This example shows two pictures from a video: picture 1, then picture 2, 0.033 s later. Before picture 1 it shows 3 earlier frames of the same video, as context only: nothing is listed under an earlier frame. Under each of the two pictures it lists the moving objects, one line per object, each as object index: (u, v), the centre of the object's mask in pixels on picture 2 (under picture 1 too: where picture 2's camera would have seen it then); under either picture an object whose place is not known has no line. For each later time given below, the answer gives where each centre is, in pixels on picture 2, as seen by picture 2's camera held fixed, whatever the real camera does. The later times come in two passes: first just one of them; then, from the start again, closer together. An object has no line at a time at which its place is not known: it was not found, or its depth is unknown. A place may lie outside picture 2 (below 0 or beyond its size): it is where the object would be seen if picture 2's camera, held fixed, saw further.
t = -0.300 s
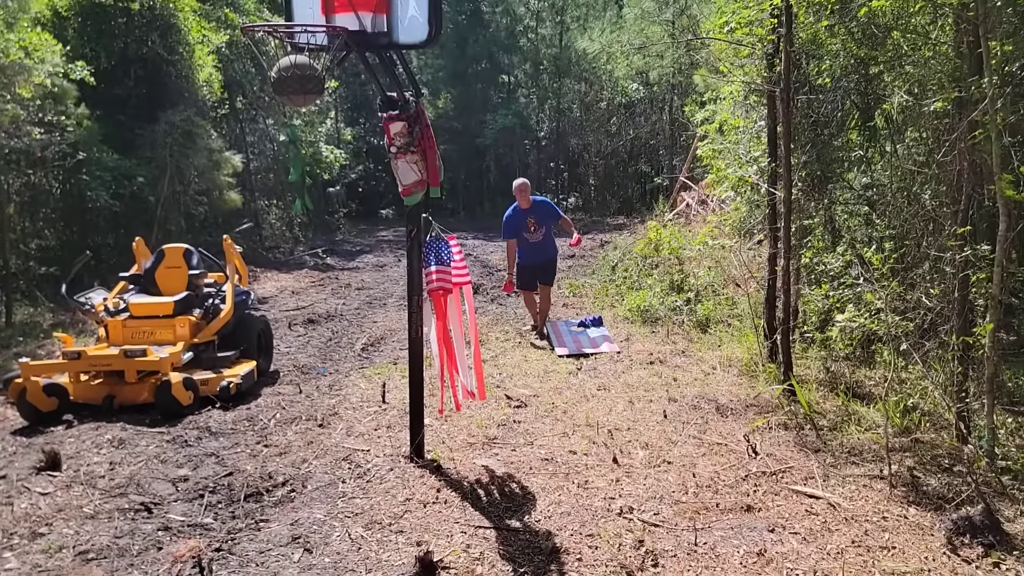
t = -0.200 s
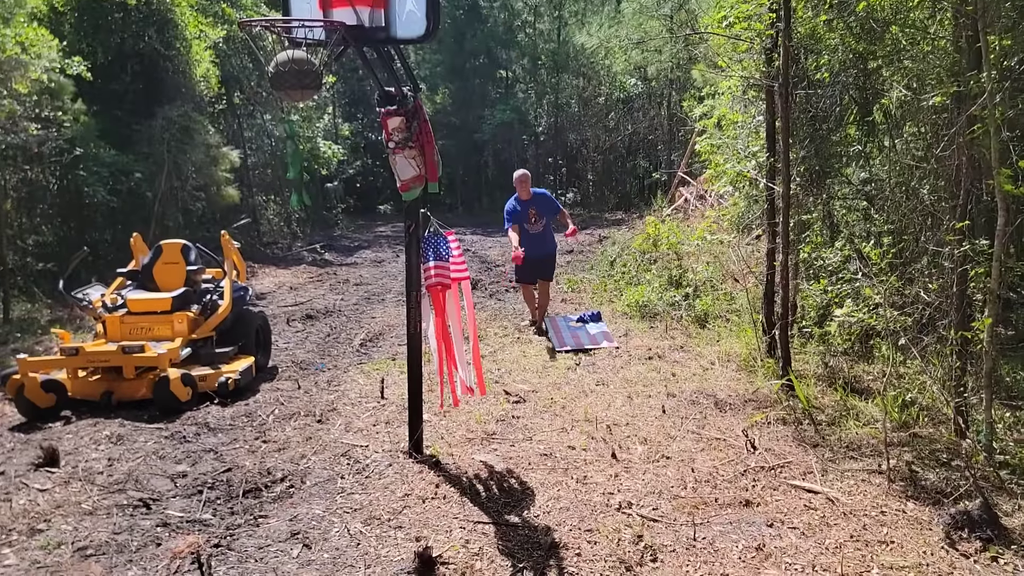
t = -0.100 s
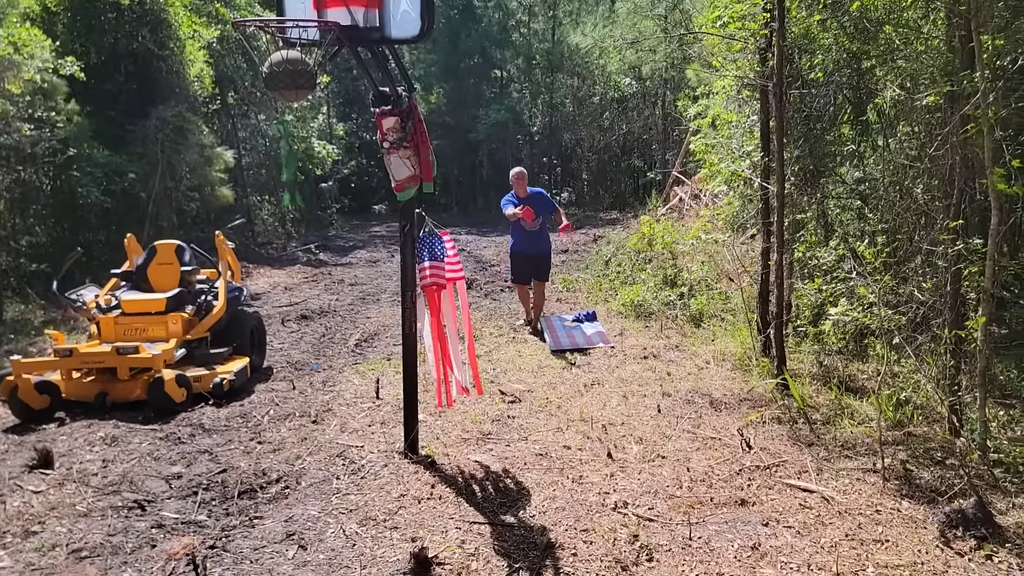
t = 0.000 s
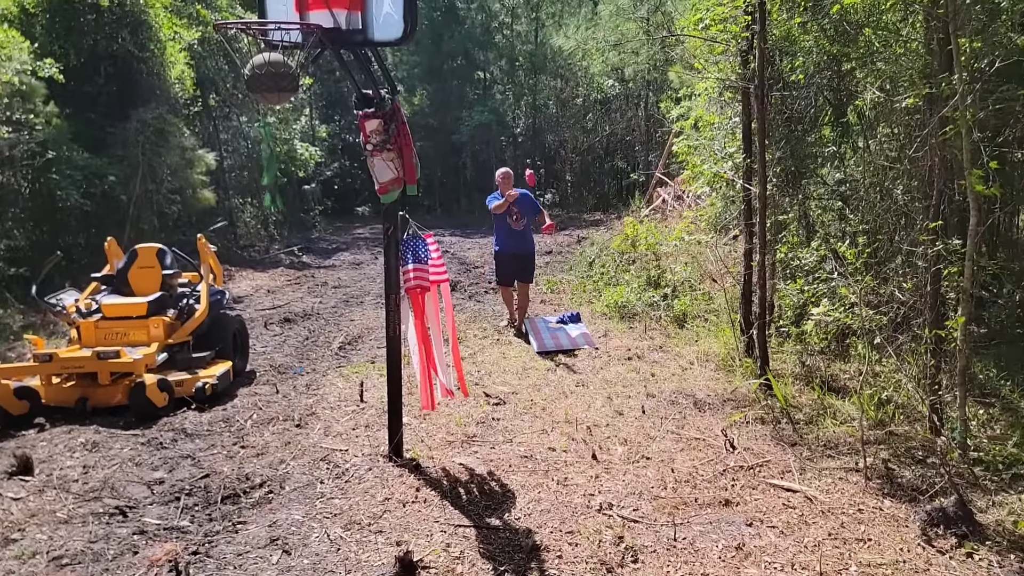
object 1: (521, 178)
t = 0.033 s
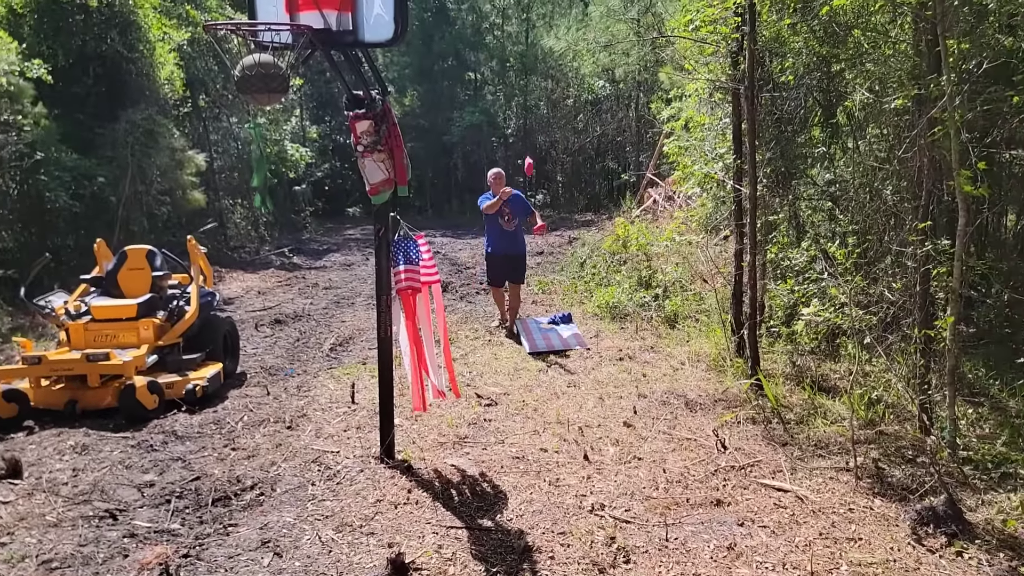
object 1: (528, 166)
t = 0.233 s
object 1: (583, 112)
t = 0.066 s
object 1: (536, 155)
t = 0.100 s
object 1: (544, 146)
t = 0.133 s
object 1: (552, 137)
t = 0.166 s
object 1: (562, 128)
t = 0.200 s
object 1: (571, 120)
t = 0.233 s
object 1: (583, 112)
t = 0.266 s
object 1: (595, 105)
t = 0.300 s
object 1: (607, 100)
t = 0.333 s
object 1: (621, 97)
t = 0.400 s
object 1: (652, 96)
